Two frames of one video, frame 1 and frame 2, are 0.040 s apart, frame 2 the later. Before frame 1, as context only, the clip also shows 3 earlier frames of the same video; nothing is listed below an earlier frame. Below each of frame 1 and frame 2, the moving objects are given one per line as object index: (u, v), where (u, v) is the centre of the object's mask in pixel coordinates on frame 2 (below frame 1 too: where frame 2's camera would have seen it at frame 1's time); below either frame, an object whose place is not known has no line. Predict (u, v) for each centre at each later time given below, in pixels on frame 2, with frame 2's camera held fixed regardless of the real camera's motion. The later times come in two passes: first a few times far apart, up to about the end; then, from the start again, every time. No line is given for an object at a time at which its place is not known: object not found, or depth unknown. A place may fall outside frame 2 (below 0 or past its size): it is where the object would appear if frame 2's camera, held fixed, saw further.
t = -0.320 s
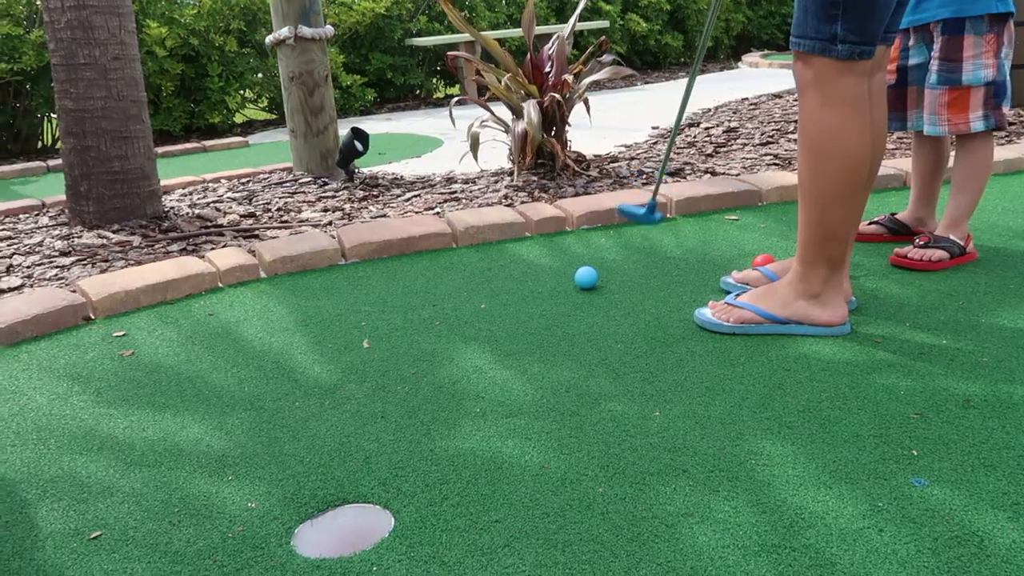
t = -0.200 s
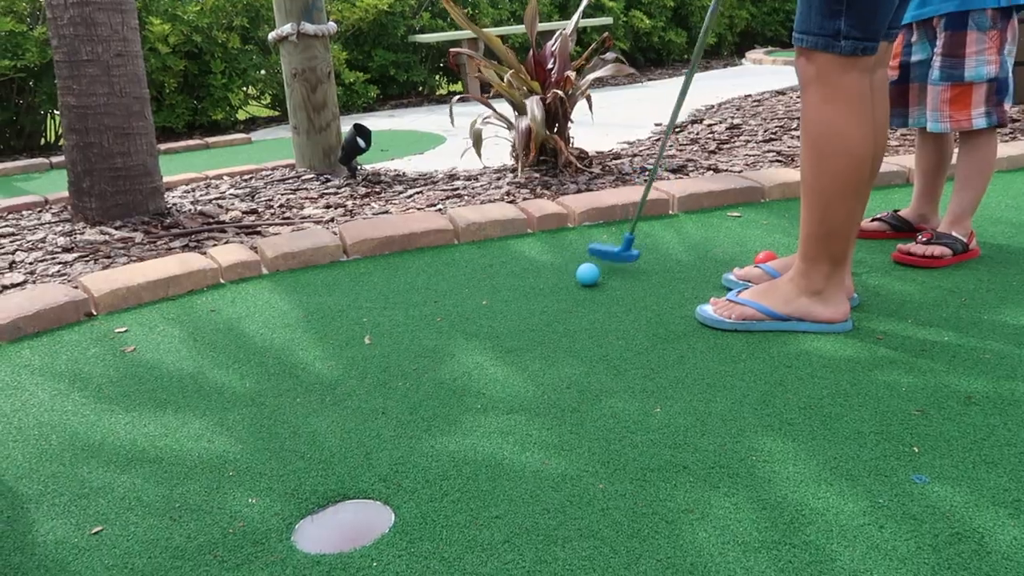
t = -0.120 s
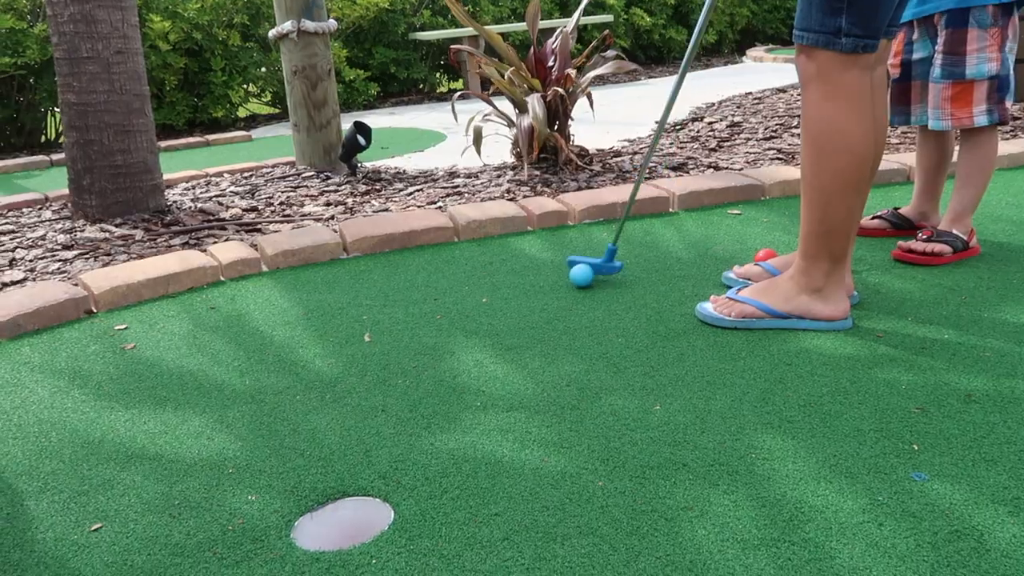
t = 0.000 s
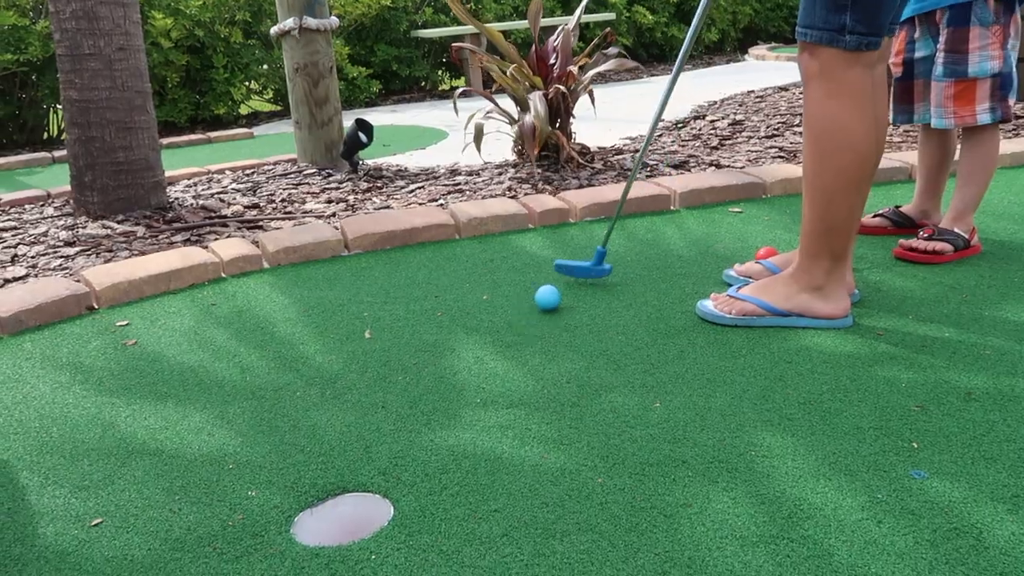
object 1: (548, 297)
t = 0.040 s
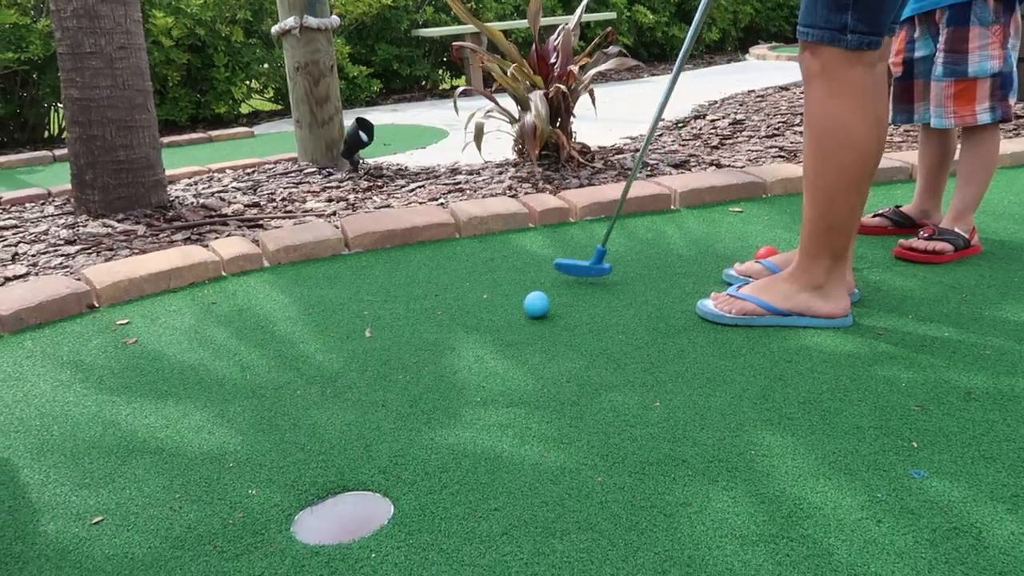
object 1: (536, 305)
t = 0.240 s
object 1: (480, 345)
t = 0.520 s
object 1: (388, 415)
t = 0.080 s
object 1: (526, 312)
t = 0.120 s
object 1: (515, 320)
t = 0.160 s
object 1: (503, 328)
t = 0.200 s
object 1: (491, 337)
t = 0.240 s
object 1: (480, 345)
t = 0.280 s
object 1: (467, 355)
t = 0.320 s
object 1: (455, 364)
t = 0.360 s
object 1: (442, 374)
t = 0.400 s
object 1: (429, 384)
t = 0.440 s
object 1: (416, 394)
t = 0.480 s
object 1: (402, 404)
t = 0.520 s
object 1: (388, 415)
